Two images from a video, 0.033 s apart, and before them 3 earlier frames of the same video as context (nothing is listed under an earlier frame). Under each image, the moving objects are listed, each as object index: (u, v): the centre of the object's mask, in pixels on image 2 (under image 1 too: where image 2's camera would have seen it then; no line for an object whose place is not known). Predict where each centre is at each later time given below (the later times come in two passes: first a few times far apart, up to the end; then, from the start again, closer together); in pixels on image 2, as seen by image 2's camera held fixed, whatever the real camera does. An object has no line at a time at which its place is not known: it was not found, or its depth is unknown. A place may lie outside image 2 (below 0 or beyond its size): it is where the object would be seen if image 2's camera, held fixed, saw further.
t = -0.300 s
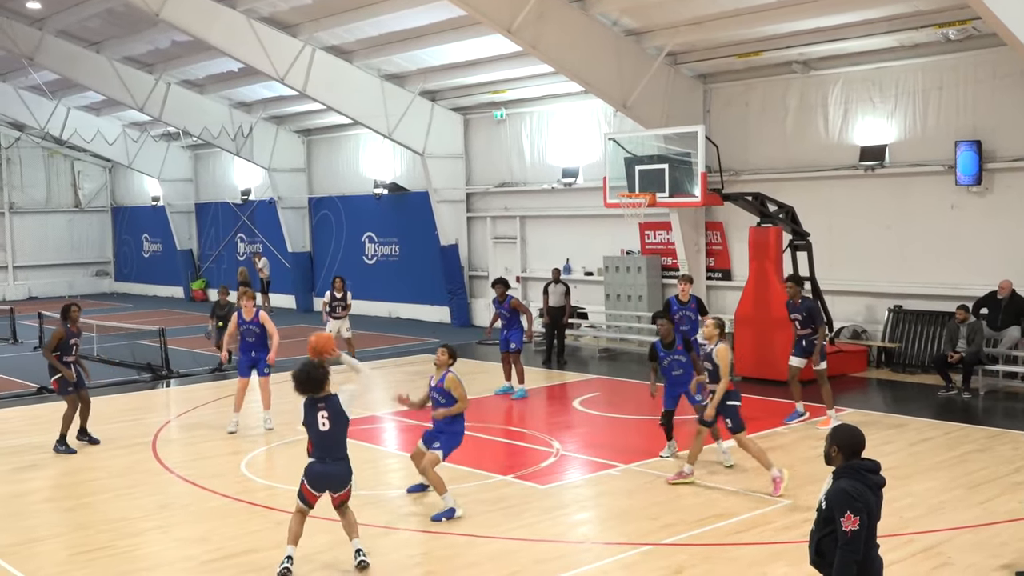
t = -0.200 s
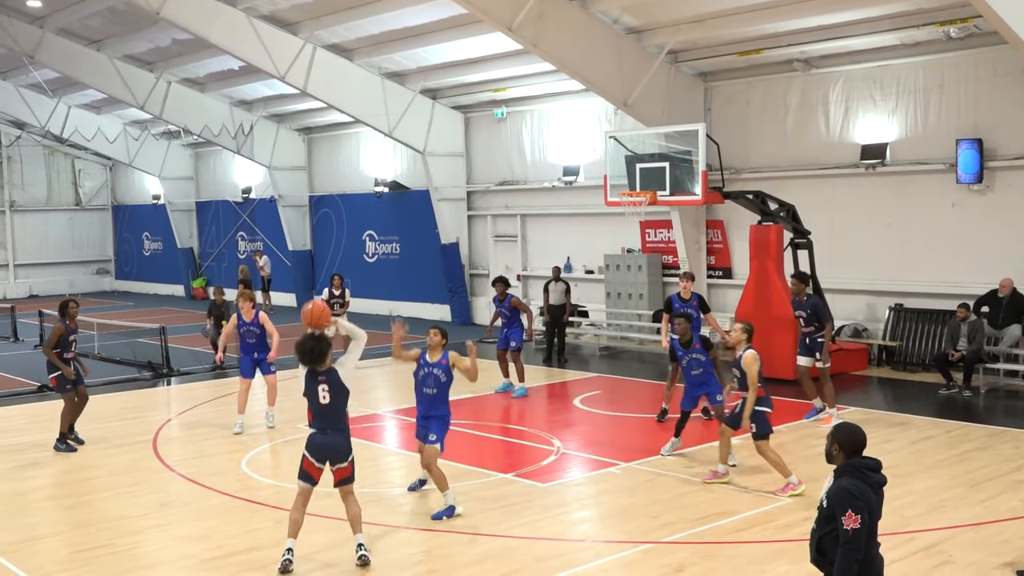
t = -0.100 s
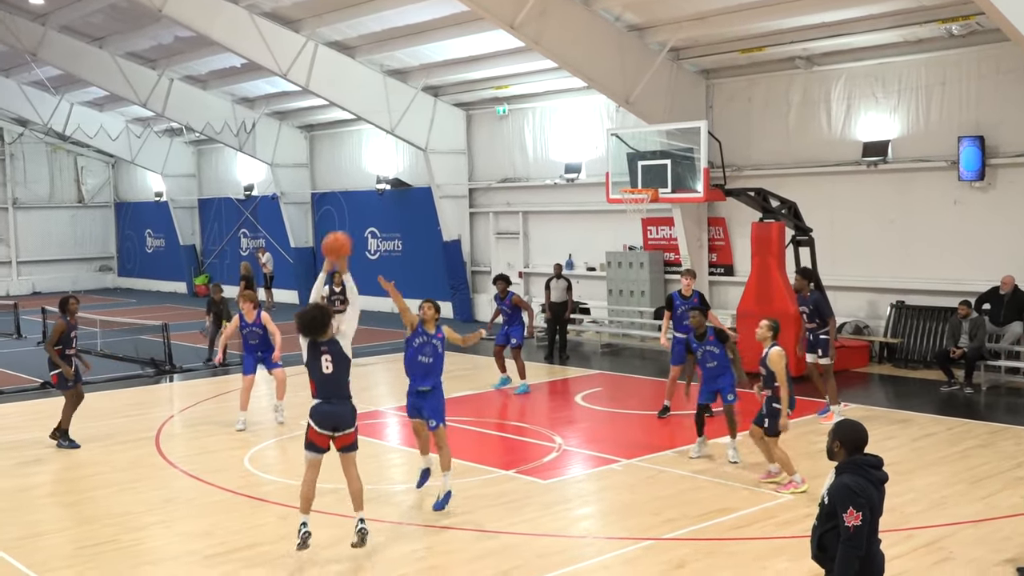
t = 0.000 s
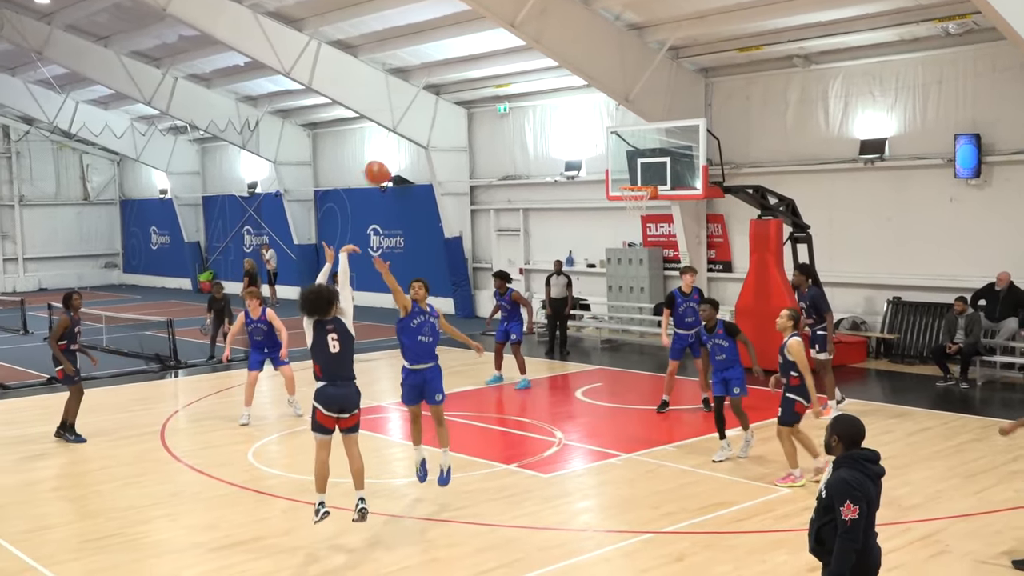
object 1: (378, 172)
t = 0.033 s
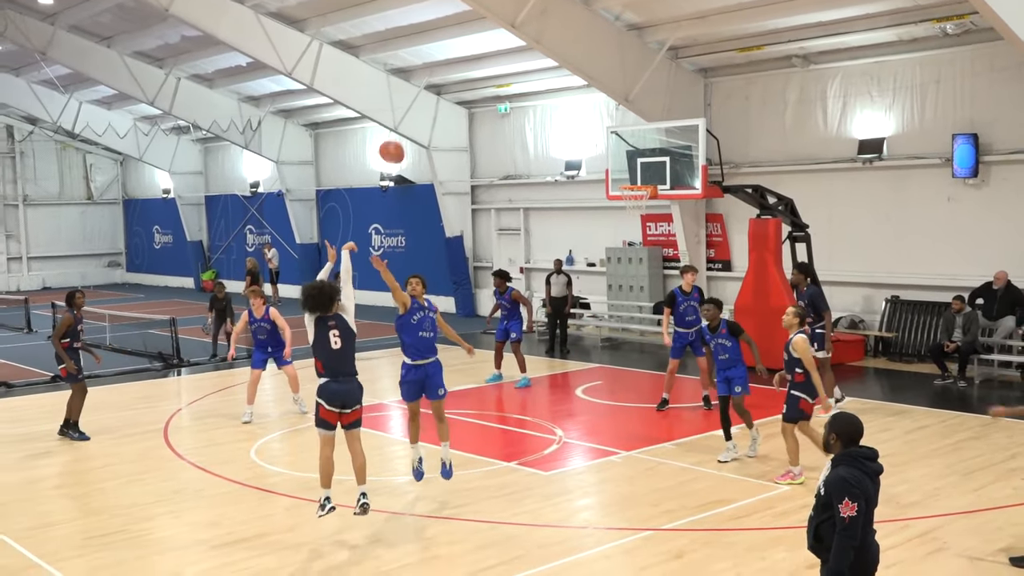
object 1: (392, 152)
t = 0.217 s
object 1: (451, 77)
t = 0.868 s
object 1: (596, 100)
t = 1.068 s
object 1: (628, 163)
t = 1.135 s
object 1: (637, 177)
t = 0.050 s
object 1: (398, 143)
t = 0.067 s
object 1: (403, 135)
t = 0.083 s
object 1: (409, 127)
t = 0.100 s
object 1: (414, 119)
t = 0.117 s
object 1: (420, 112)
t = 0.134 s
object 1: (425, 105)
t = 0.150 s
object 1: (430, 99)
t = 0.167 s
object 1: (436, 93)
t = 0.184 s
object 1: (442, 88)
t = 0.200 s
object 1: (446, 83)
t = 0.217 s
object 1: (451, 77)
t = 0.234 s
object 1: (456, 73)
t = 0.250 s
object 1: (461, 69)
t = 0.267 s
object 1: (466, 65)
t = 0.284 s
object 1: (471, 62)
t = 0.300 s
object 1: (475, 59)
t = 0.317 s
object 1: (480, 56)
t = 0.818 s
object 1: (589, 88)
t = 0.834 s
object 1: (591, 92)
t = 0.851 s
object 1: (594, 96)
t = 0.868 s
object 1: (596, 100)
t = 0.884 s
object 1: (600, 105)
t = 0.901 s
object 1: (603, 110)
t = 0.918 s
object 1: (605, 115)
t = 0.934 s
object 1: (608, 120)
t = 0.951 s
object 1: (611, 125)
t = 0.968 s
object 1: (613, 130)
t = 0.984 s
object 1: (616, 135)
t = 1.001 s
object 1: (618, 140)
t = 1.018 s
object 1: (621, 146)
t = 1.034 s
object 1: (623, 152)
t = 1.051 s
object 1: (625, 158)
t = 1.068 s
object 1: (628, 163)
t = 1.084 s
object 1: (631, 170)
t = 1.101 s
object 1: (633, 176)
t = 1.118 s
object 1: (634, 177)
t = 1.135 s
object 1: (637, 177)
